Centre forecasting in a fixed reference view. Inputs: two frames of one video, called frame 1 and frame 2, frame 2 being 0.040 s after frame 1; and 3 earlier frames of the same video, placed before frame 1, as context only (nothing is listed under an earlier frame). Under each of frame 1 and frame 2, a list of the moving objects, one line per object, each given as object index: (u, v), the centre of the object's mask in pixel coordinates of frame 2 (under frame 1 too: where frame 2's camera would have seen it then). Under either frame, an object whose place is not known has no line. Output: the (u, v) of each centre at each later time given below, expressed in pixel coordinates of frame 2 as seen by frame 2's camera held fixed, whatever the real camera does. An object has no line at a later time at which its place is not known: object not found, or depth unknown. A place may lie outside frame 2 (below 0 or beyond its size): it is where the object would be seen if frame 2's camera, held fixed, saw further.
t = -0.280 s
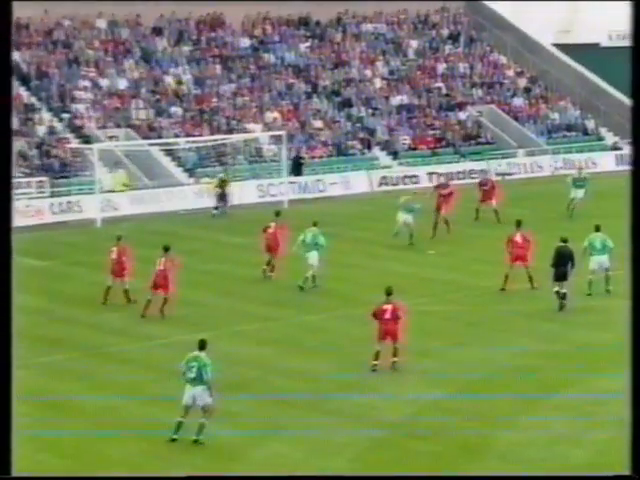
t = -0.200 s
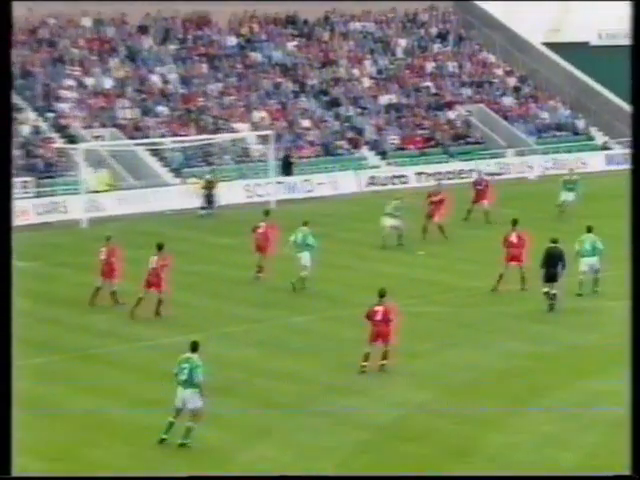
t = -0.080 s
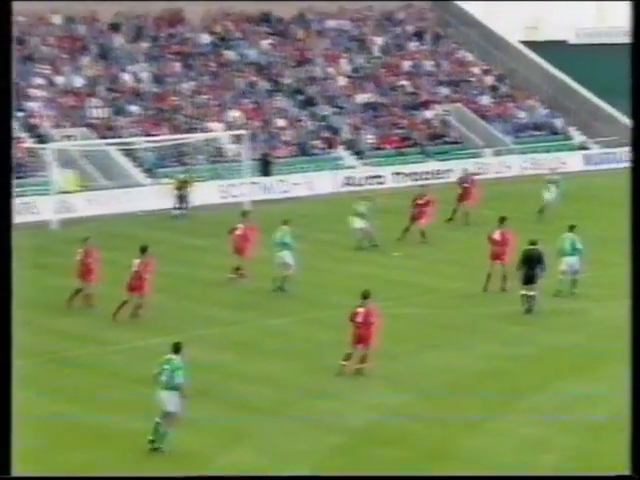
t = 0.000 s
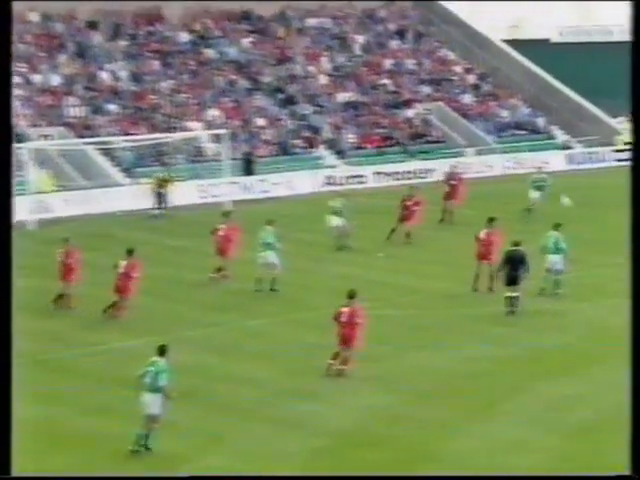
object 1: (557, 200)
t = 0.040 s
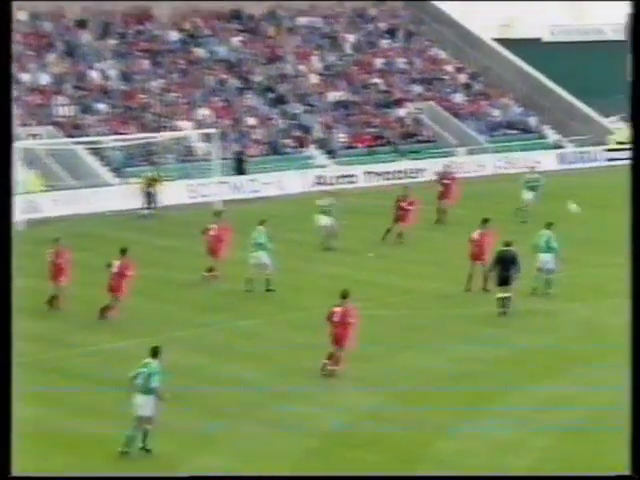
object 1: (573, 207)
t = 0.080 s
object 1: (589, 215)
